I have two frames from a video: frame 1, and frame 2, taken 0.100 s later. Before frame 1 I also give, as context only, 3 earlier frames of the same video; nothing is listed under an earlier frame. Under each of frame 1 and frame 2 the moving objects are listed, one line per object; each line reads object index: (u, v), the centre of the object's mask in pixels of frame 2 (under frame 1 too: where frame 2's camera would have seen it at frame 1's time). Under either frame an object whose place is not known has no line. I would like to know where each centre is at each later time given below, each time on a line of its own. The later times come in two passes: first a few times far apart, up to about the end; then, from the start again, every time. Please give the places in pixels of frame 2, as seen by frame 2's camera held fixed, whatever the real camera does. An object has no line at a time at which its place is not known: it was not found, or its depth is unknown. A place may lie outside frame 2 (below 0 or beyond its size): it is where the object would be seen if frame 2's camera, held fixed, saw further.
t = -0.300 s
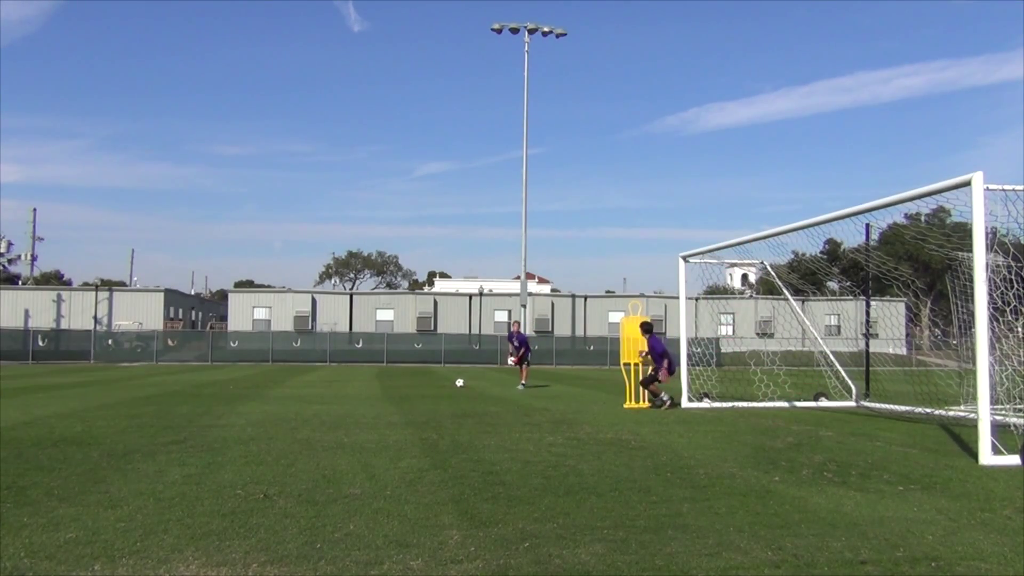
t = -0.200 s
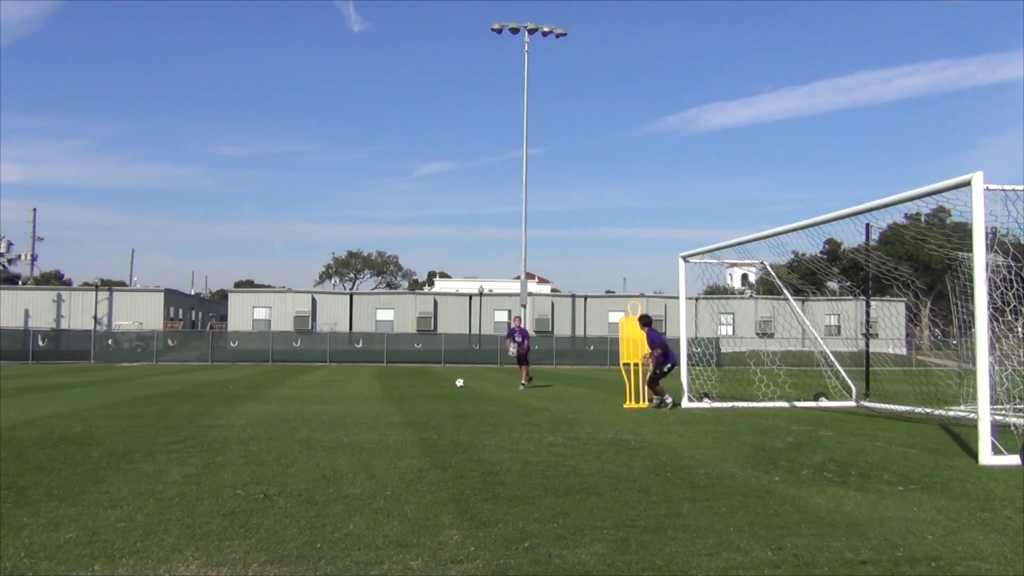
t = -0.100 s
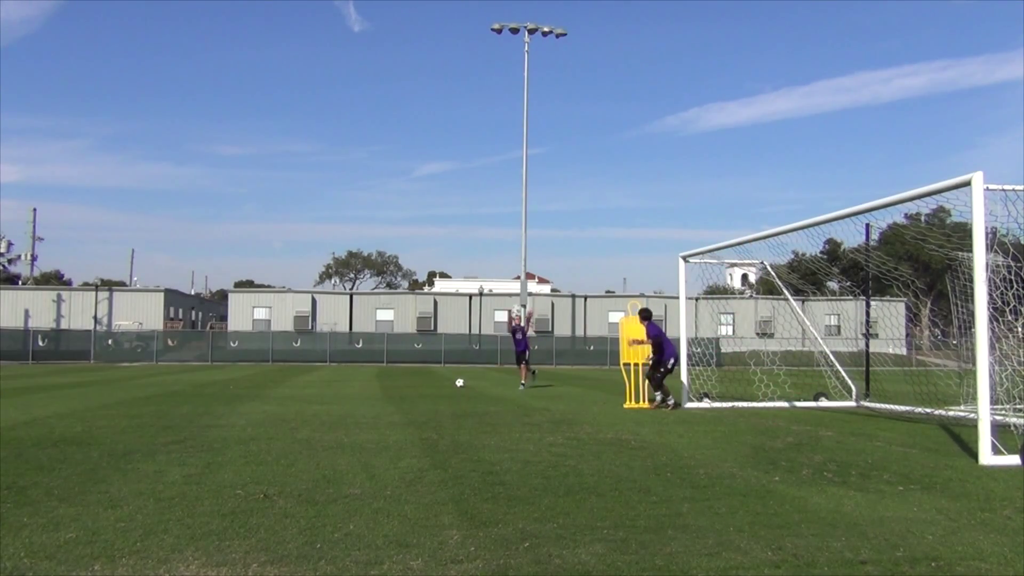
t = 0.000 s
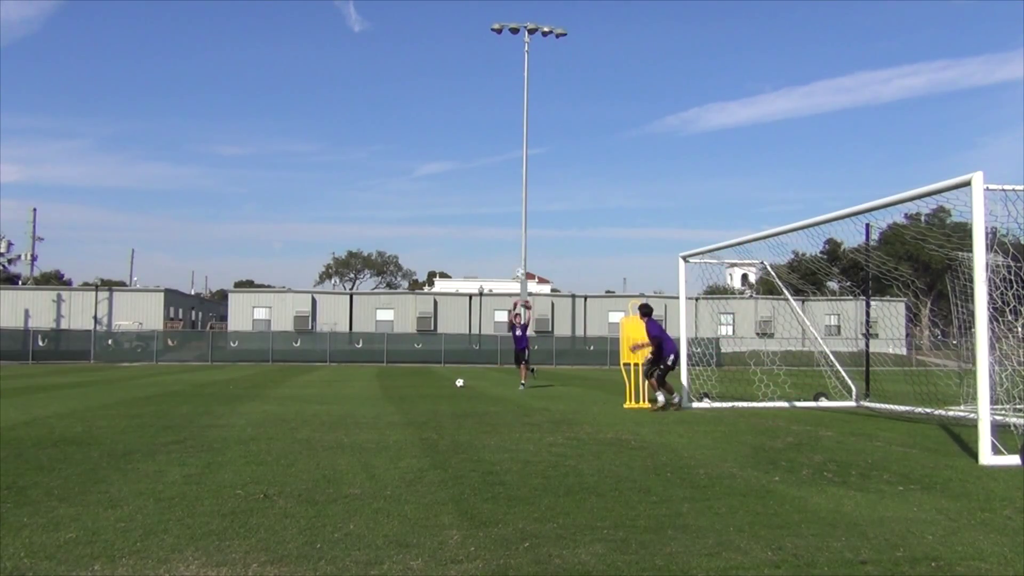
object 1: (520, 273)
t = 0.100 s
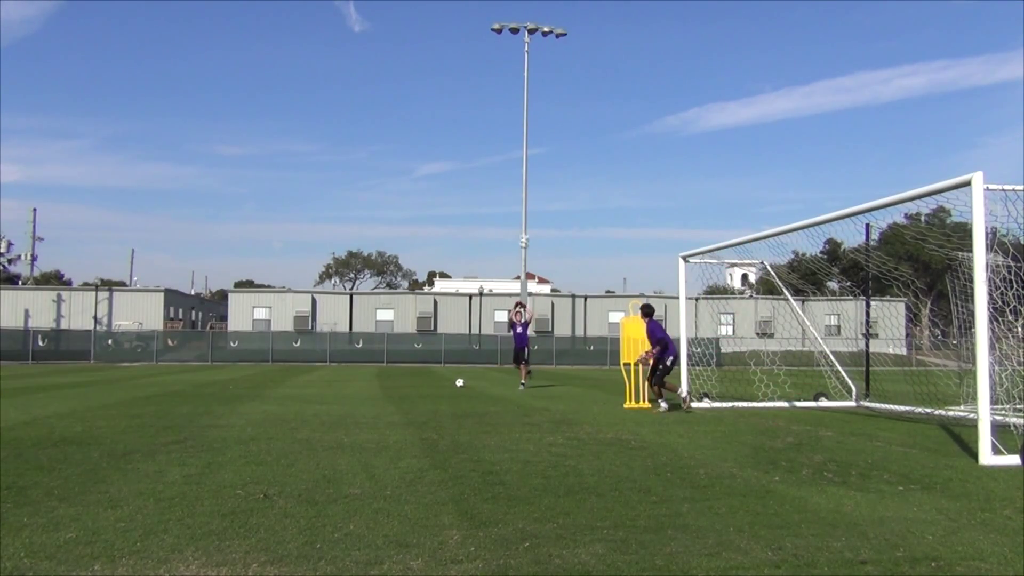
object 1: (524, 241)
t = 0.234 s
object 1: (531, 198)
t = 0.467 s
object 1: (543, 137)
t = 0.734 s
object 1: (560, 92)
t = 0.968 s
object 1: (579, 79)
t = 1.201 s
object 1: (602, 103)
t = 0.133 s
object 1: (526, 230)
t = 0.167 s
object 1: (528, 219)
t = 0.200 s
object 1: (529, 208)
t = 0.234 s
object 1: (531, 198)
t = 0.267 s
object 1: (532, 188)
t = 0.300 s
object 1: (534, 179)
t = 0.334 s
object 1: (536, 170)
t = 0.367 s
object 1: (537, 161)
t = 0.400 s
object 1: (539, 153)
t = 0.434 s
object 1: (541, 145)
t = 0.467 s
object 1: (543, 137)
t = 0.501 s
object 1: (544, 130)
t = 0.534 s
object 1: (546, 123)
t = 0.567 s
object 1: (549, 117)
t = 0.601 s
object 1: (551, 111)
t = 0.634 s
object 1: (553, 105)
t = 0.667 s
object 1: (555, 100)
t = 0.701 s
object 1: (558, 96)
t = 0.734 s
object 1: (560, 92)
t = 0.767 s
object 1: (562, 87)
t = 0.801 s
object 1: (565, 85)
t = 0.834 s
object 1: (568, 82)
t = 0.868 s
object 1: (570, 80)
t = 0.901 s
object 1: (573, 80)
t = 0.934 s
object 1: (576, 79)
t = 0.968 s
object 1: (579, 79)
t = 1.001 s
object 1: (582, 80)
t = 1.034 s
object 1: (585, 82)
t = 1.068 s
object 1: (588, 84)
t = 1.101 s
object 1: (591, 88)
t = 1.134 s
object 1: (594, 92)
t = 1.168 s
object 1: (598, 97)
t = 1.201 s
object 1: (602, 103)
